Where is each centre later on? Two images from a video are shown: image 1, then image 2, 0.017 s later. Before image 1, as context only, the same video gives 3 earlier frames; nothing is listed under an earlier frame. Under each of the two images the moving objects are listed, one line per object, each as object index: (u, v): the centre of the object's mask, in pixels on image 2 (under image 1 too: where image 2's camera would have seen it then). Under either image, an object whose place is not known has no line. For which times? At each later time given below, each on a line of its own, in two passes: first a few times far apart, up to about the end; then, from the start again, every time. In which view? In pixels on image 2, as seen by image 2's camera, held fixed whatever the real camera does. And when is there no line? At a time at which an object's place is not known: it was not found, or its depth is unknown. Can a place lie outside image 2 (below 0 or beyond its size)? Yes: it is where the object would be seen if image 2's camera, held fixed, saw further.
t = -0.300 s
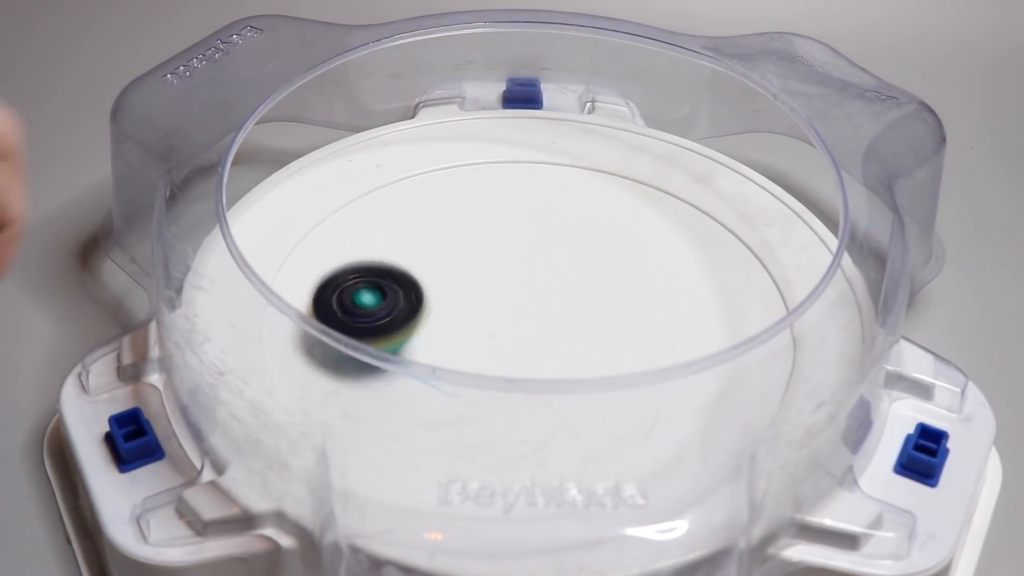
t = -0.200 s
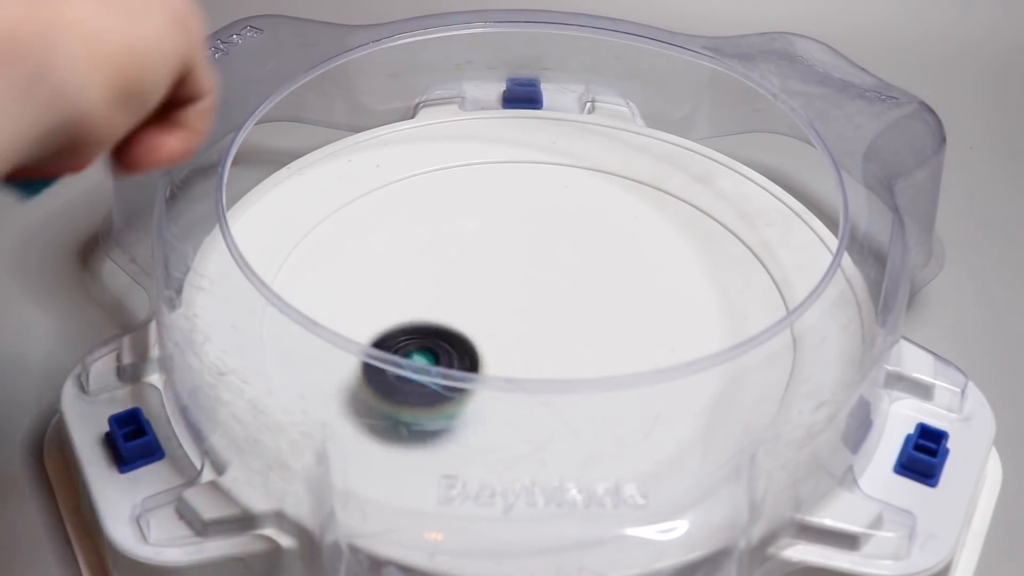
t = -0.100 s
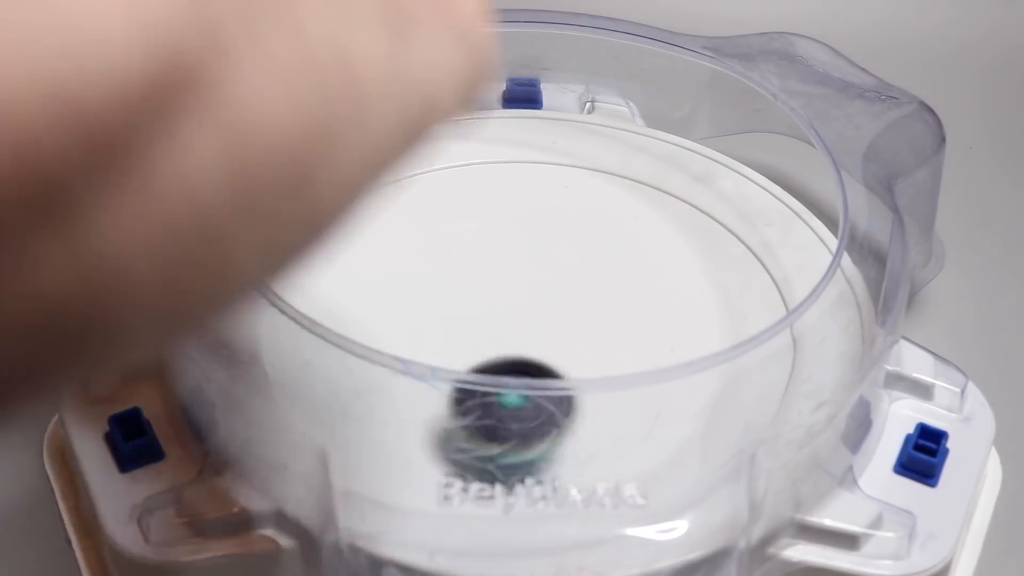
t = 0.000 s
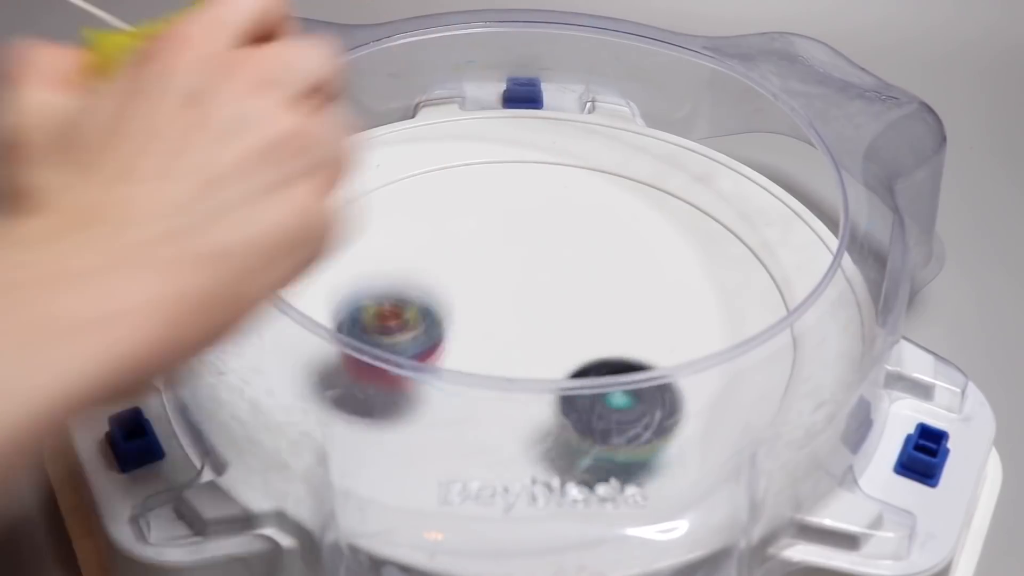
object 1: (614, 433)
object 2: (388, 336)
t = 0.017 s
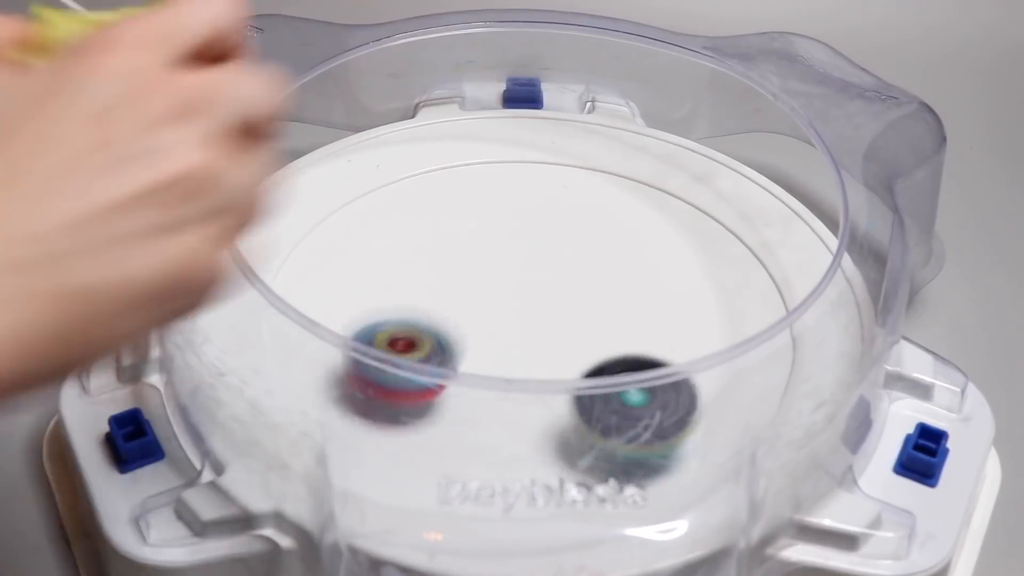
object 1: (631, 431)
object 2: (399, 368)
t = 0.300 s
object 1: (755, 259)
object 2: (617, 305)
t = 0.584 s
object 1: (555, 191)
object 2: (432, 219)
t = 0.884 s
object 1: (432, 320)
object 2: (329, 386)
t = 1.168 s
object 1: (664, 384)
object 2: (549, 456)
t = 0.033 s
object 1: (647, 425)
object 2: (425, 336)
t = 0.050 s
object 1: (663, 421)
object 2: (443, 331)
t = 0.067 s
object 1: (676, 415)
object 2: (463, 326)
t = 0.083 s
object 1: (693, 394)
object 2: (484, 325)
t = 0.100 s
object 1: (698, 390)
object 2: (505, 327)
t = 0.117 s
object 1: (706, 381)
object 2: (526, 335)
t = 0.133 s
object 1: (714, 371)
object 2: (546, 343)
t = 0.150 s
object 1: (722, 362)
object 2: (566, 365)
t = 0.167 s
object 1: (733, 342)
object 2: (581, 361)
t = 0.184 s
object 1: (737, 331)
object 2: (594, 342)
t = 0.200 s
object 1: (735, 323)
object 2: (608, 337)
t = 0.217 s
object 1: (736, 303)
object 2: (620, 334)
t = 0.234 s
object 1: (738, 298)
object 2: (621, 333)
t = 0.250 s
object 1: (749, 287)
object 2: (622, 326)
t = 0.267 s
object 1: (755, 278)
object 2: (621, 322)
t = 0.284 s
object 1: (754, 271)
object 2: (620, 314)
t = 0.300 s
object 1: (755, 259)
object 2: (617, 305)
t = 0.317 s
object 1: (751, 249)
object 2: (614, 297)
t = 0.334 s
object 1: (746, 241)
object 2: (608, 289)
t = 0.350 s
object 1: (739, 233)
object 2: (602, 280)
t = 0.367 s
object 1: (731, 226)
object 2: (593, 271)
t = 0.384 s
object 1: (722, 219)
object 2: (584, 263)
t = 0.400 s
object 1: (712, 212)
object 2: (574, 254)
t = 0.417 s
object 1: (701, 207)
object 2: (564, 247)
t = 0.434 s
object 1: (688, 202)
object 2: (552, 240)
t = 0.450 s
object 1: (675, 198)
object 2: (540, 235)
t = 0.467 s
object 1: (662, 194)
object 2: (528, 229)
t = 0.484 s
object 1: (647, 192)
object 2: (515, 226)
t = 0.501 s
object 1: (632, 190)
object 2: (502, 223)
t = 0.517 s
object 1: (616, 189)
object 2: (488, 220)
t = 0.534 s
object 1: (601, 188)
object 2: (474, 218)
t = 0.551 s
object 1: (586, 188)
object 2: (460, 217)
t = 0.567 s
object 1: (570, 189)
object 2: (446, 218)
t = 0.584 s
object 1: (555, 191)
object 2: (432, 219)
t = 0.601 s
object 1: (539, 194)
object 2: (419, 221)
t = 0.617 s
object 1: (524, 199)
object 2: (405, 224)
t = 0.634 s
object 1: (509, 203)
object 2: (394, 228)
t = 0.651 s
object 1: (495, 209)
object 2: (383, 233)
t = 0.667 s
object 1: (482, 215)
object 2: (374, 238)
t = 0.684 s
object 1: (469, 221)
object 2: (365, 244)
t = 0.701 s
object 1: (459, 228)
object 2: (356, 251)
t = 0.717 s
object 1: (452, 236)
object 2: (344, 259)
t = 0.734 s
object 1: (446, 244)
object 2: (334, 268)
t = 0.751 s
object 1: (439, 252)
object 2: (327, 274)
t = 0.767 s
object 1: (435, 261)
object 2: (323, 280)
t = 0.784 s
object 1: (430, 271)
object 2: (321, 287)
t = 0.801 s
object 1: (427, 281)
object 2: (311, 312)
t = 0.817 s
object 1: (425, 291)
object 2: (306, 330)
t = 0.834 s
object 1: (424, 300)
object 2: (310, 341)
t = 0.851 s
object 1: (427, 308)
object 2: (314, 356)
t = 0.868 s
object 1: (429, 314)
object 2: (317, 375)
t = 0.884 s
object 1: (432, 320)
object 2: (329, 386)
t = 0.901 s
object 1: (437, 326)
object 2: (342, 396)
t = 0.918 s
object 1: (445, 333)
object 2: (354, 403)
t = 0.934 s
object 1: (457, 338)
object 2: (363, 412)
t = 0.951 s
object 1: (468, 356)
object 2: (373, 420)
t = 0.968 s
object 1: (481, 362)
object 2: (386, 428)
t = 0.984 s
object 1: (494, 370)
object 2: (403, 434)
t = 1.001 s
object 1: (506, 378)
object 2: (416, 441)
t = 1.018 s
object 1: (519, 383)
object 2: (433, 446)
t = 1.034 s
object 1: (533, 386)
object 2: (453, 450)
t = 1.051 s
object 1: (547, 390)
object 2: (469, 454)
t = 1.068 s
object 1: (563, 391)
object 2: (480, 456)
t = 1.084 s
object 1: (580, 394)
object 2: (494, 459)
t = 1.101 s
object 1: (598, 393)
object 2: (510, 459)
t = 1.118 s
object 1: (613, 393)
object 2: (520, 460)
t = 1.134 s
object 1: (631, 390)
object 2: (530, 460)
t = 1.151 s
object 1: (645, 388)
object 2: (536, 461)
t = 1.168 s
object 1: (664, 384)
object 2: (549, 456)
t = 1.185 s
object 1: (675, 377)
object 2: (558, 456)
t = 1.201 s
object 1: (687, 362)
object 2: (569, 453)
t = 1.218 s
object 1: (695, 360)
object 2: (582, 438)
